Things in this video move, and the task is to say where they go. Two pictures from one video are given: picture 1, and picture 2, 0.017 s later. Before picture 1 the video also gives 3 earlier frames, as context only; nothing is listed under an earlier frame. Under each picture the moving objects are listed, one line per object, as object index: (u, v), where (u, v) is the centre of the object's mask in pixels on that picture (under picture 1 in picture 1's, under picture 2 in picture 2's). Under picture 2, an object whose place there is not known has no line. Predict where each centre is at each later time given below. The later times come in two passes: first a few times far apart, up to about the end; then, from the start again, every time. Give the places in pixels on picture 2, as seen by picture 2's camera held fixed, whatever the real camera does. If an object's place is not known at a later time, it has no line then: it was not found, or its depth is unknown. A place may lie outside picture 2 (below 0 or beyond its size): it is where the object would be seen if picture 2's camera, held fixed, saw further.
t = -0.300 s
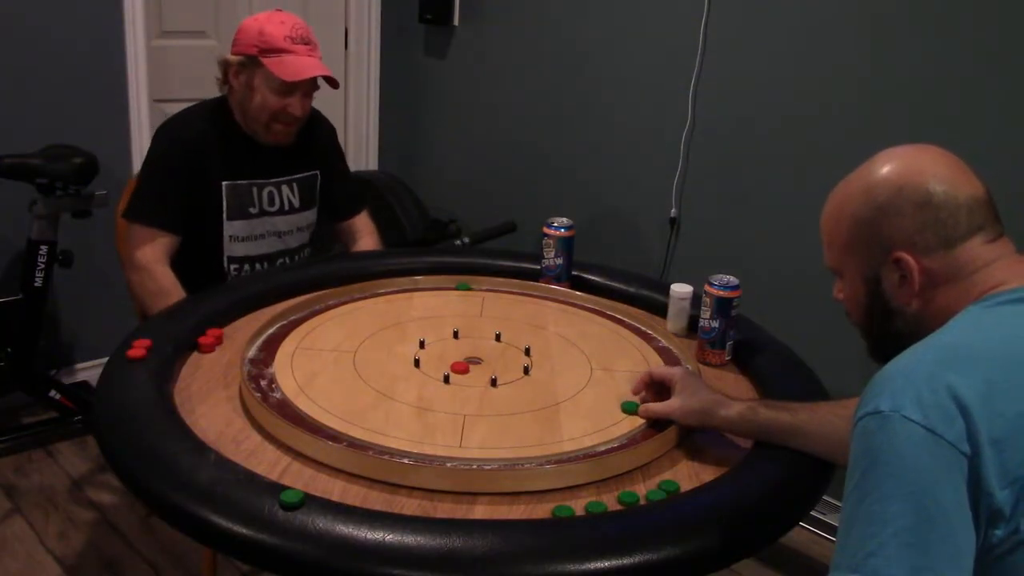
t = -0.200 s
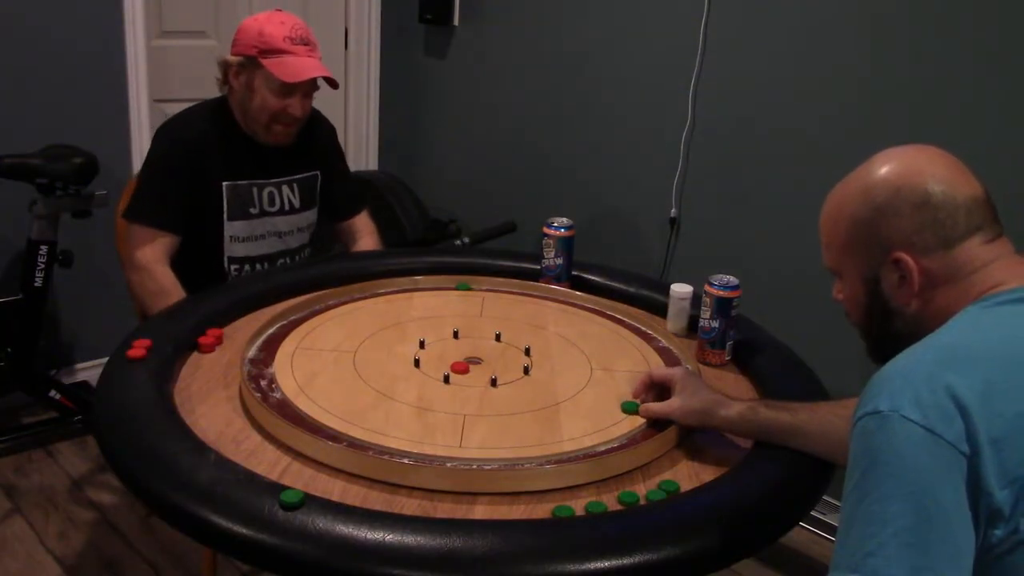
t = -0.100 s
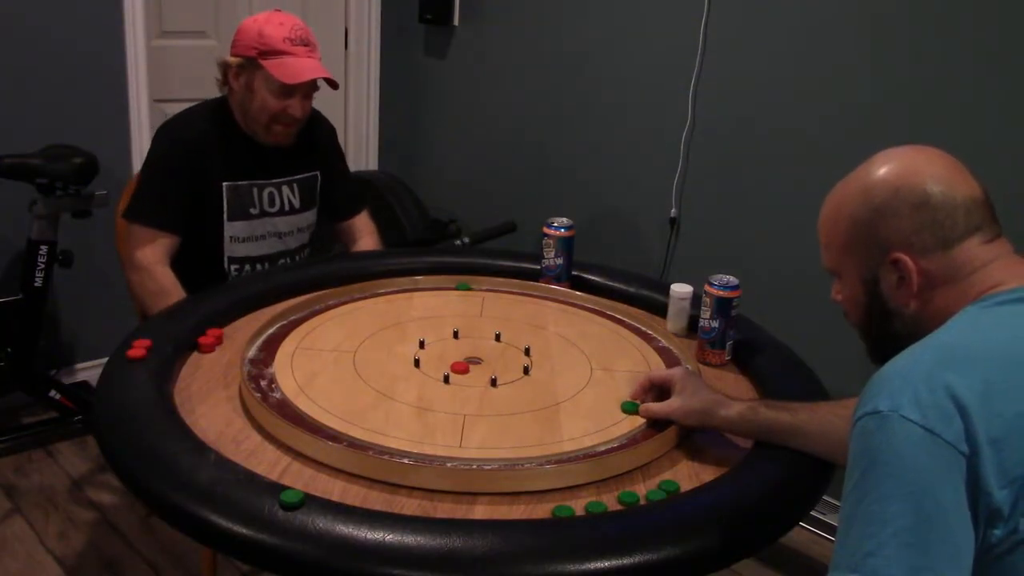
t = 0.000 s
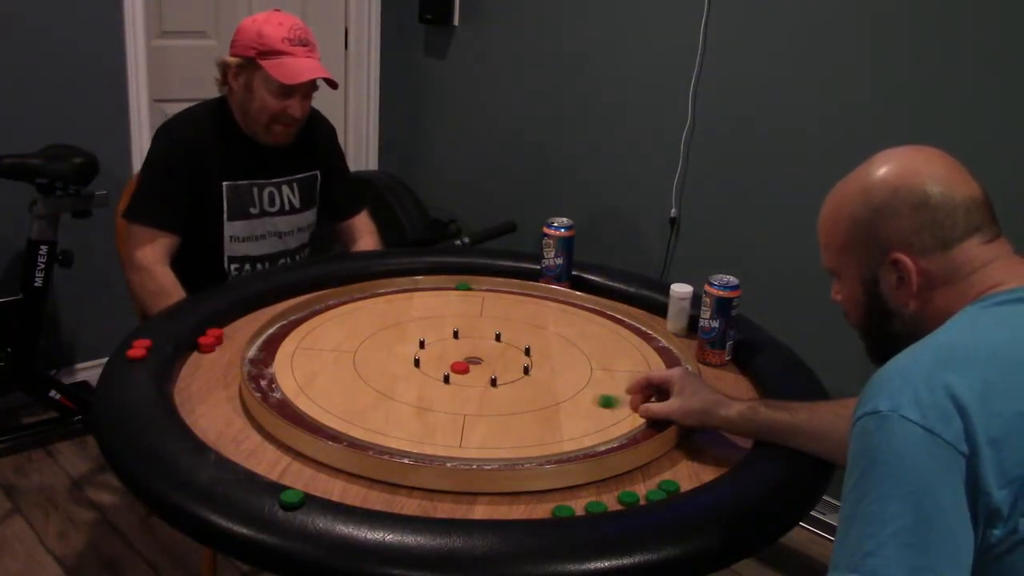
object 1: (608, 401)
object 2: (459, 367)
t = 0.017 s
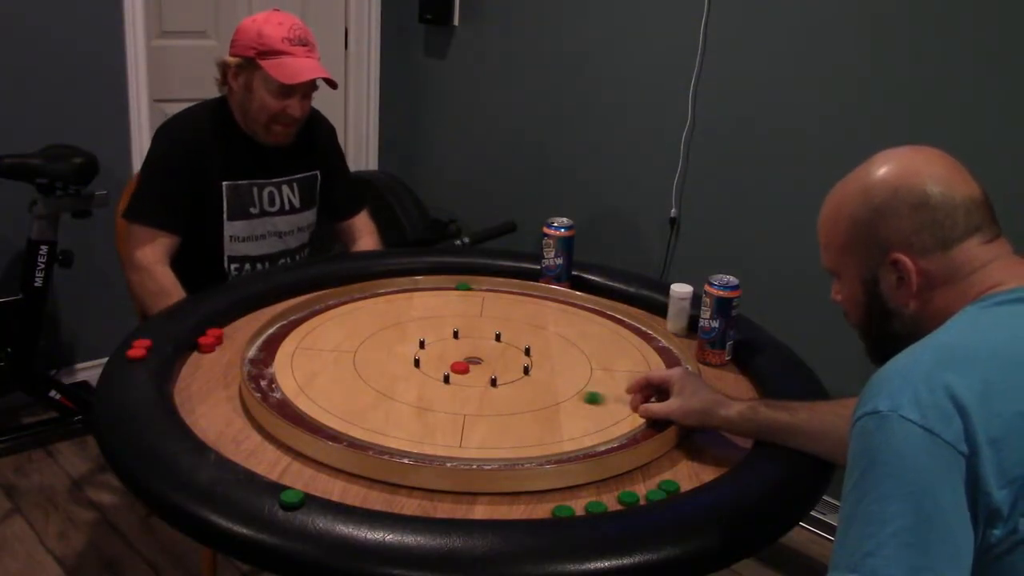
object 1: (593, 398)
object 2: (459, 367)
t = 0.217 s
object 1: (475, 361)
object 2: (431, 365)
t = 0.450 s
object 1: (473, 360)
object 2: (508, 378)
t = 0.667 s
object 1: (473, 360)
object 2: (540, 381)
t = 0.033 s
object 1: (578, 394)
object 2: (459, 367)
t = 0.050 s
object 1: (565, 390)
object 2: (459, 367)
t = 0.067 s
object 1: (552, 386)
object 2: (459, 367)
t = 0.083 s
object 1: (538, 383)
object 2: (459, 367)
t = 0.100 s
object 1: (525, 380)
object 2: (459, 367)
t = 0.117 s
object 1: (513, 377)
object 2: (459, 367)
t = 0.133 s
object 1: (501, 373)
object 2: (459, 367)
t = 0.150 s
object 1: (488, 370)
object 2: (459, 368)
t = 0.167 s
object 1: (479, 368)
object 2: (459, 367)
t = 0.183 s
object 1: (477, 365)
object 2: (448, 367)
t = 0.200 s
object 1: (476, 363)
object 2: (438, 366)
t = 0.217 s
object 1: (475, 361)
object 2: (431, 365)
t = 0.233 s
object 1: (474, 360)
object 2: (435, 366)
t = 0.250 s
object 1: (473, 360)
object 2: (441, 367)
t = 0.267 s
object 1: (473, 360)
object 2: (449, 369)
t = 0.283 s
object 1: (473, 360)
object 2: (455, 370)
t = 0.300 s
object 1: (473, 360)
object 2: (461, 371)
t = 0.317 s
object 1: (473, 360)
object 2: (467, 372)
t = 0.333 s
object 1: (473, 360)
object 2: (473, 374)
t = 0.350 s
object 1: (473, 360)
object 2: (479, 375)
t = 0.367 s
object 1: (473, 360)
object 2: (484, 375)
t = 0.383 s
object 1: (473, 360)
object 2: (489, 375)
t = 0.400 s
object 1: (473, 360)
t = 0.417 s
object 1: (473, 360)
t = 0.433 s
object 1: (473, 360)
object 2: (505, 378)
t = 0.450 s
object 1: (473, 360)
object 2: (508, 378)
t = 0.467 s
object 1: (473, 360)
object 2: (512, 378)
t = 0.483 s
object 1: (473, 360)
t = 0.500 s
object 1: (473, 360)
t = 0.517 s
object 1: (473, 360)
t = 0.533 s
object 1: (473, 360)
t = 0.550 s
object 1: (473, 360)
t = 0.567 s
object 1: (473, 360)
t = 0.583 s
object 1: (473, 360)
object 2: (533, 380)
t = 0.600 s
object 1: (473, 360)
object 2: (534, 380)
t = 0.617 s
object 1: (473, 360)
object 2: (536, 381)
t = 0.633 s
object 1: (473, 360)
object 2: (537, 380)
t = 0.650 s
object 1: (473, 360)
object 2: (539, 381)
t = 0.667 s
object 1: (473, 360)
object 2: (540, 381)
